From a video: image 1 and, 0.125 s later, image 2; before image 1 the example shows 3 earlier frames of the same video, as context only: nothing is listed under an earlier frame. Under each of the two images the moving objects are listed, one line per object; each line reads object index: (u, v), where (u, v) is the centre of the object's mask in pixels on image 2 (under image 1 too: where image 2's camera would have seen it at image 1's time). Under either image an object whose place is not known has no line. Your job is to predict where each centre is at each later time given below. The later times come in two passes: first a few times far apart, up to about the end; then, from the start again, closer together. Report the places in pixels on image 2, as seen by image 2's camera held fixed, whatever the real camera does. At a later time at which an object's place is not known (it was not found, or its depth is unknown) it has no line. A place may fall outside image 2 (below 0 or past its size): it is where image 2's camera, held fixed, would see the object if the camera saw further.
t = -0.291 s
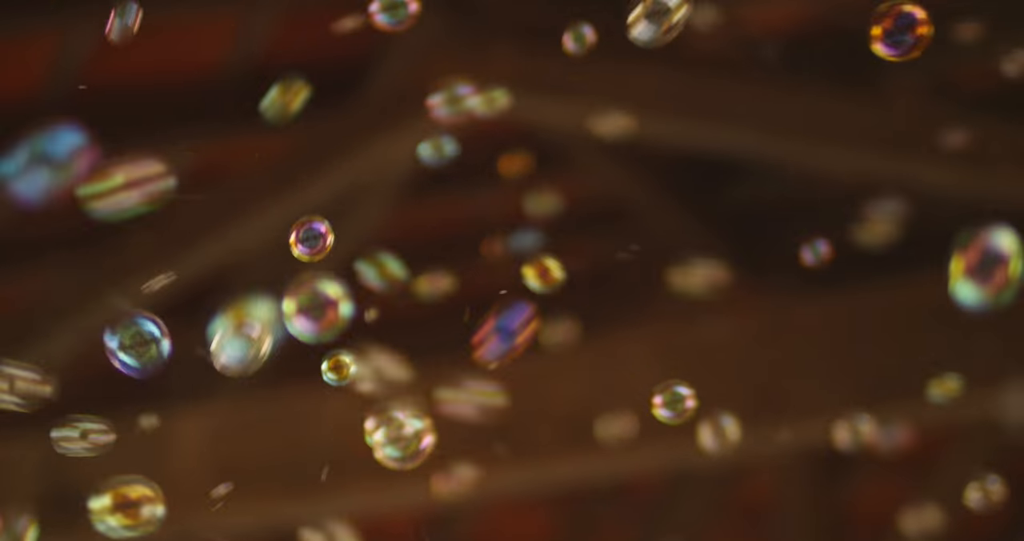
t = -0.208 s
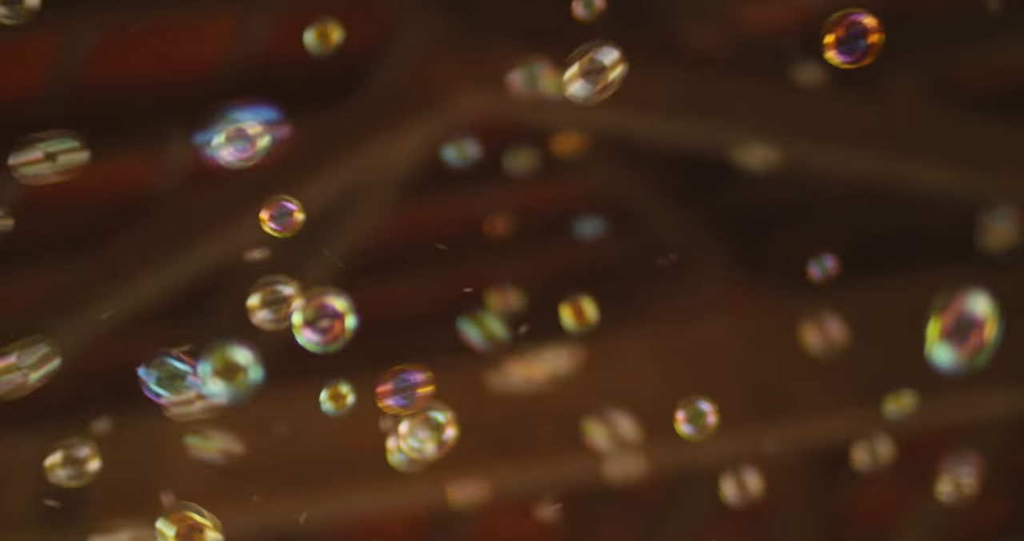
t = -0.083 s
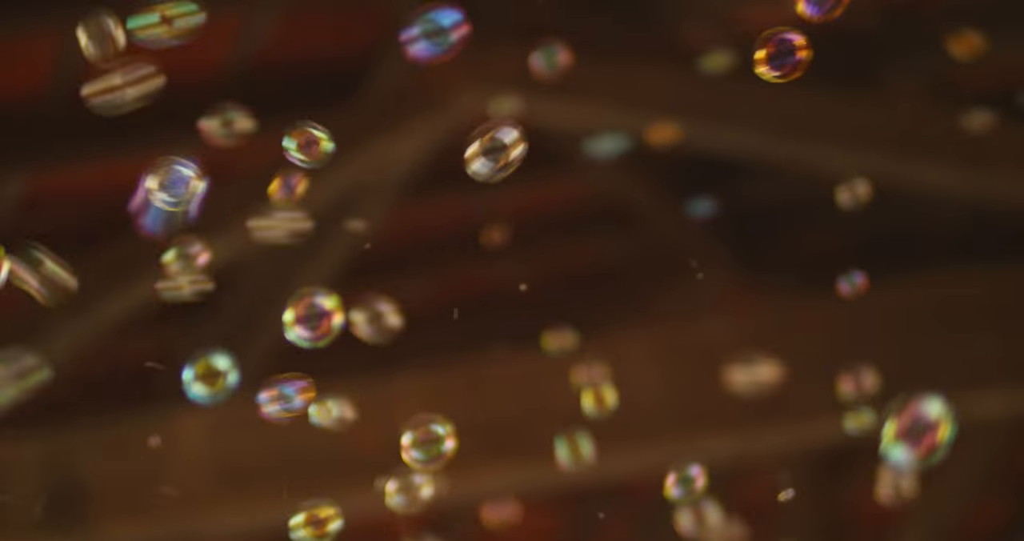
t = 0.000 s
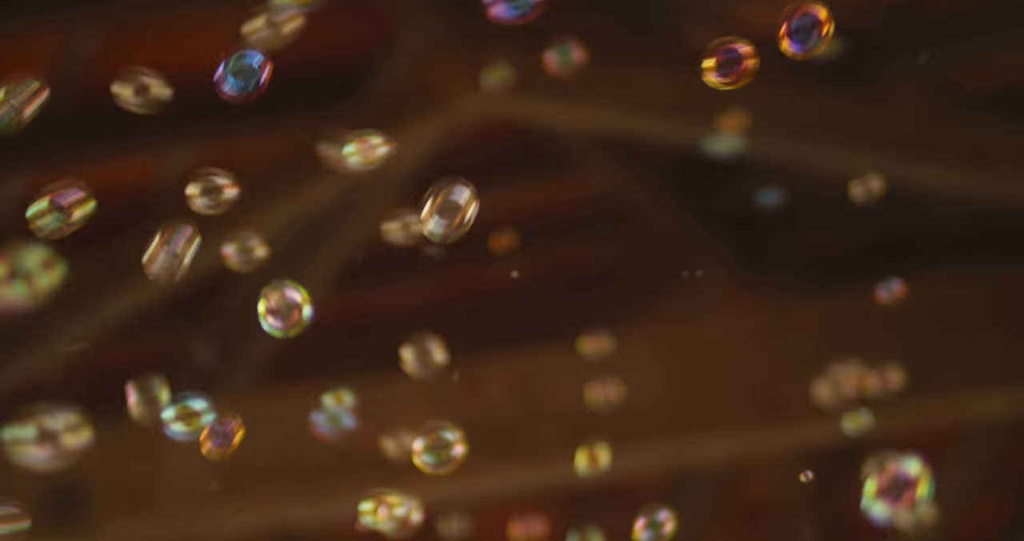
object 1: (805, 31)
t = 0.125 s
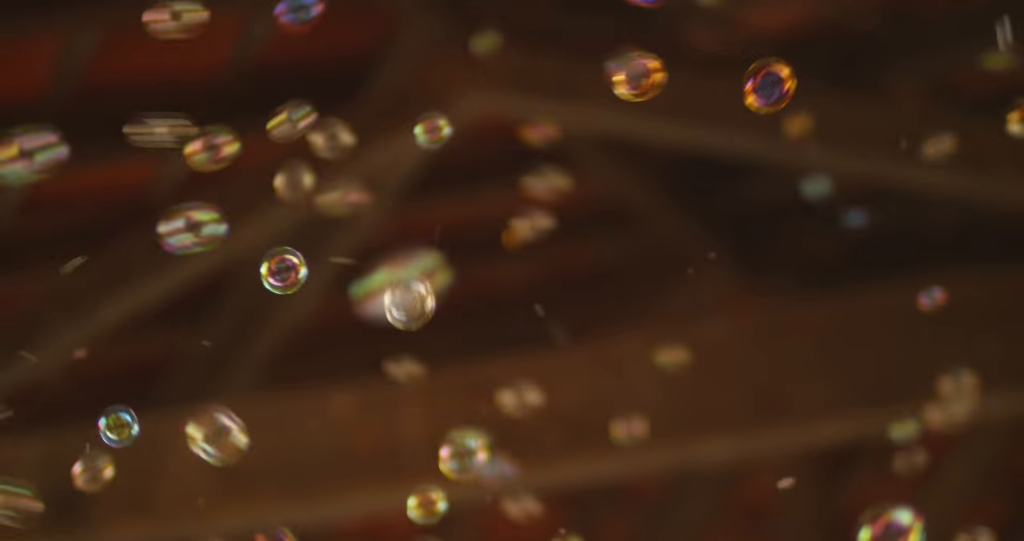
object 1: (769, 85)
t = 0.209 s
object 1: (728, 109)
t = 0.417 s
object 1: (626, 156)
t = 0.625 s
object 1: (643, 184)
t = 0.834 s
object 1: (690, 177)
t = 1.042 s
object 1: (655, 127)
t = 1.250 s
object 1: (613, 115)
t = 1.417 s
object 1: (613, 153)
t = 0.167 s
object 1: (751, 101)
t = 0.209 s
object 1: (728, 109)
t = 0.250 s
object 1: (705, 128)
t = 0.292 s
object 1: (681, 138)
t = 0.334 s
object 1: (658, 146)
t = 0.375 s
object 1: (639, 151)
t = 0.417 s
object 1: (626, 156)
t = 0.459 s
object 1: (622, 160)
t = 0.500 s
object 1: (622, 165)
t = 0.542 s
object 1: (625, 170)
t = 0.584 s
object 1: (633, 176)
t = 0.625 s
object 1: (643, 184)
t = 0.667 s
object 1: (655, 188)
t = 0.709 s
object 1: (671, 192)
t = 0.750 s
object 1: (678, 188)
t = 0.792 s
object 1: (688, 184)
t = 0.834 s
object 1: (690, 177)
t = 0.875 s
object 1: (688, 165)
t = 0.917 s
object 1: (682, 157)
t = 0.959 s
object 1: (676, 145)
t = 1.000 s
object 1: (667, 135)
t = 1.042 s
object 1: (655, 127)
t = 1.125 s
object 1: (630, 111)
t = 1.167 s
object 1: (620, 106)
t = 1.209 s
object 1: (614, 107)
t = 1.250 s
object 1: (613, 115)
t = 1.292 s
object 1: (618, 126)
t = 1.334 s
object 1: (621, 140)
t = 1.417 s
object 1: (613, 153)
